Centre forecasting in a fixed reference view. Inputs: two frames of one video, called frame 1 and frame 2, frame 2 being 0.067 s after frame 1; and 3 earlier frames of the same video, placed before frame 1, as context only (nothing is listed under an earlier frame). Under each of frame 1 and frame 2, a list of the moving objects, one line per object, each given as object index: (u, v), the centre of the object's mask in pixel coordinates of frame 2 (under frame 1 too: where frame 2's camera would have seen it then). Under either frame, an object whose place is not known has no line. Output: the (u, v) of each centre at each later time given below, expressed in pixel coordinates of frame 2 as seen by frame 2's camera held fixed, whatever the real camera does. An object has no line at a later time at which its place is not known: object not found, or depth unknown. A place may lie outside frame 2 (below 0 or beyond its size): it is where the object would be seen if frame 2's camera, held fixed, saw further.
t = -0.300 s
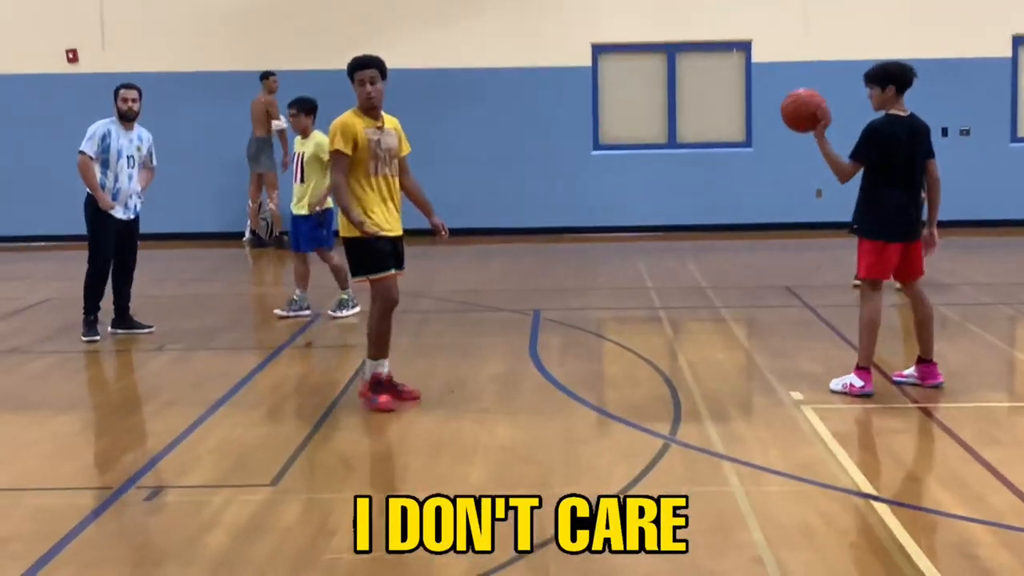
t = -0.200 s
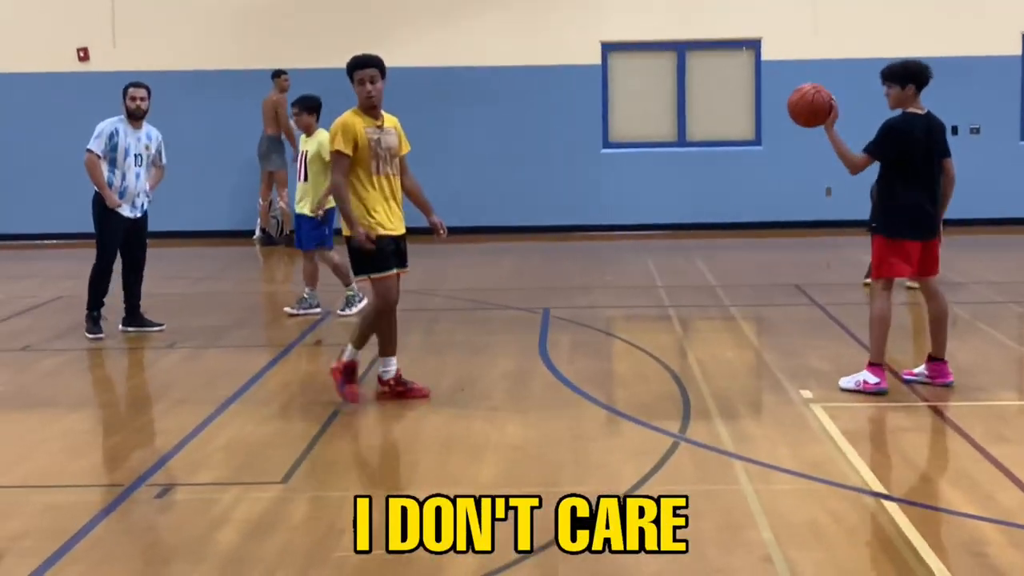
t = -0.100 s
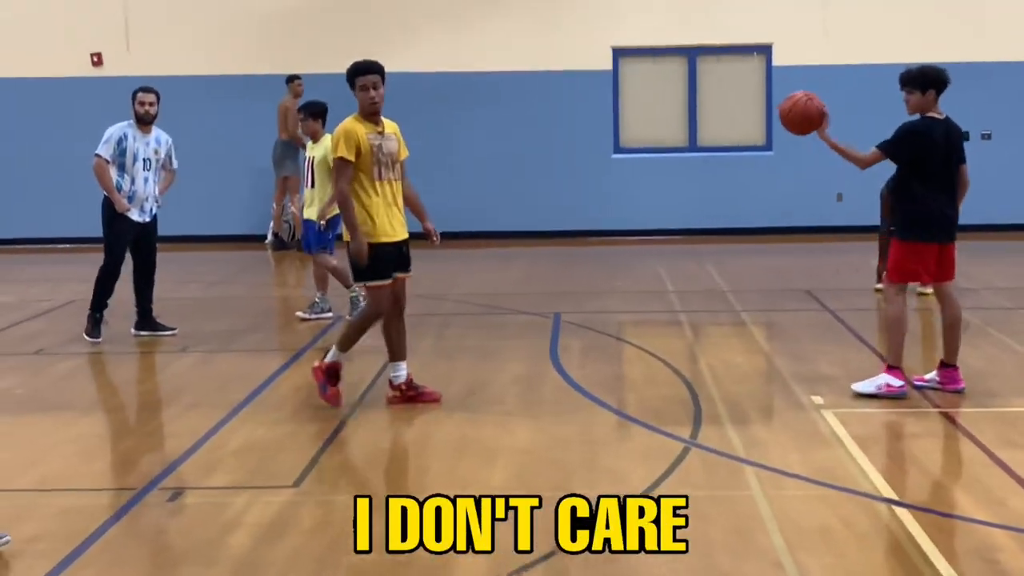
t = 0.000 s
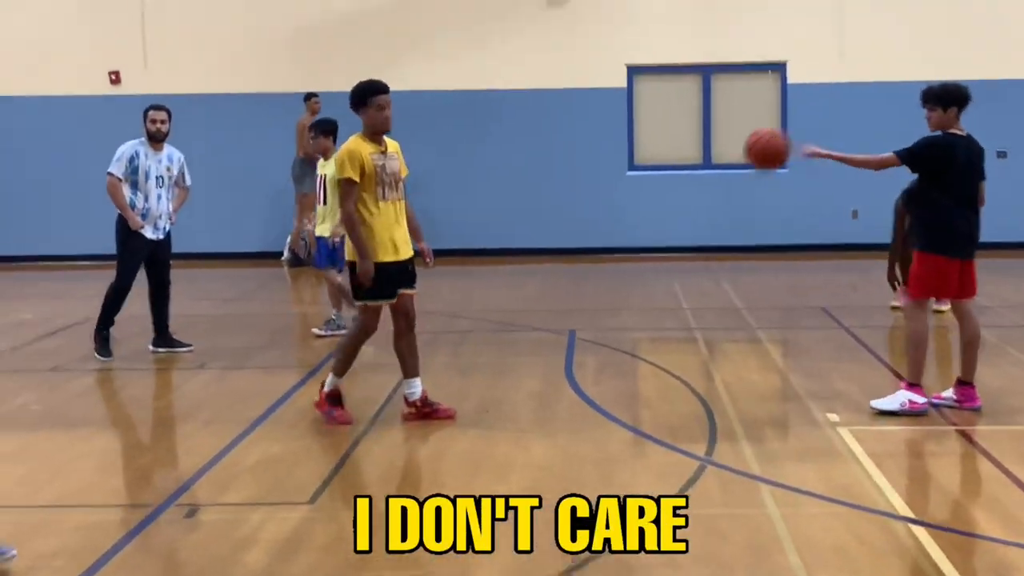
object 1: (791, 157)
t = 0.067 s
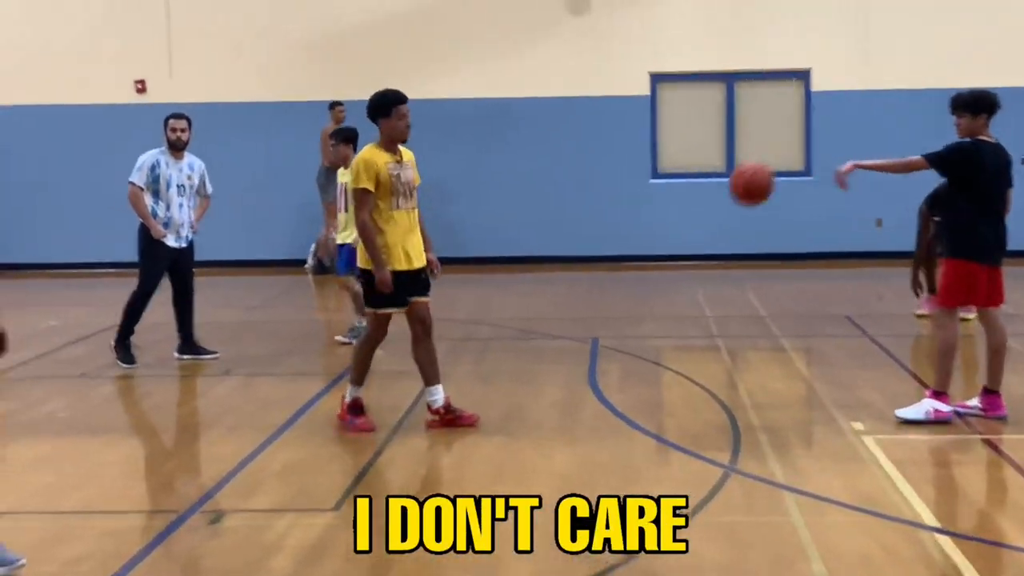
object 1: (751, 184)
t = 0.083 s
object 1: (741, 191)
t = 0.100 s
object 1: (733, 199)
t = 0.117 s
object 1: (723, 209)
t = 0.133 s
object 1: (714, 218)
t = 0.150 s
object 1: (705, 227)
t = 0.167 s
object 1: (696, 238)
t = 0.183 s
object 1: (687, 248)
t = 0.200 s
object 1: (678, 260)
